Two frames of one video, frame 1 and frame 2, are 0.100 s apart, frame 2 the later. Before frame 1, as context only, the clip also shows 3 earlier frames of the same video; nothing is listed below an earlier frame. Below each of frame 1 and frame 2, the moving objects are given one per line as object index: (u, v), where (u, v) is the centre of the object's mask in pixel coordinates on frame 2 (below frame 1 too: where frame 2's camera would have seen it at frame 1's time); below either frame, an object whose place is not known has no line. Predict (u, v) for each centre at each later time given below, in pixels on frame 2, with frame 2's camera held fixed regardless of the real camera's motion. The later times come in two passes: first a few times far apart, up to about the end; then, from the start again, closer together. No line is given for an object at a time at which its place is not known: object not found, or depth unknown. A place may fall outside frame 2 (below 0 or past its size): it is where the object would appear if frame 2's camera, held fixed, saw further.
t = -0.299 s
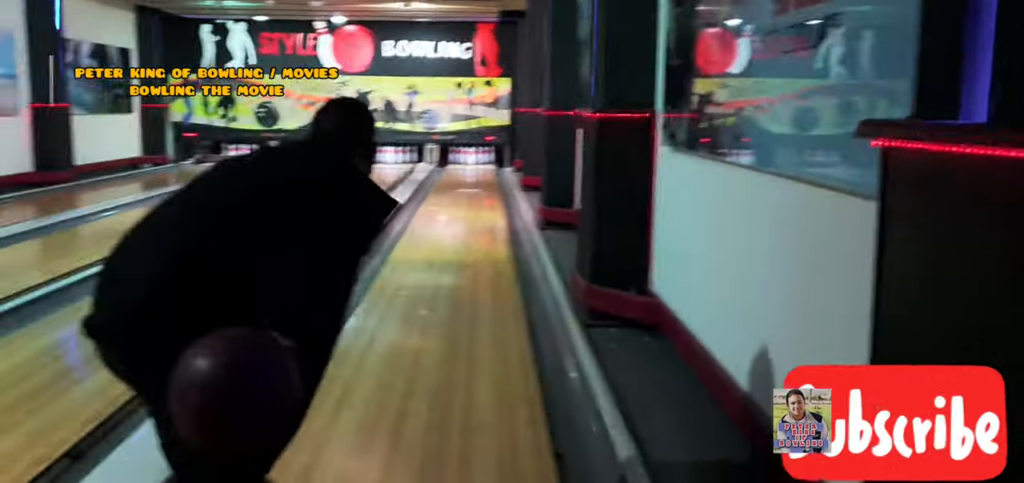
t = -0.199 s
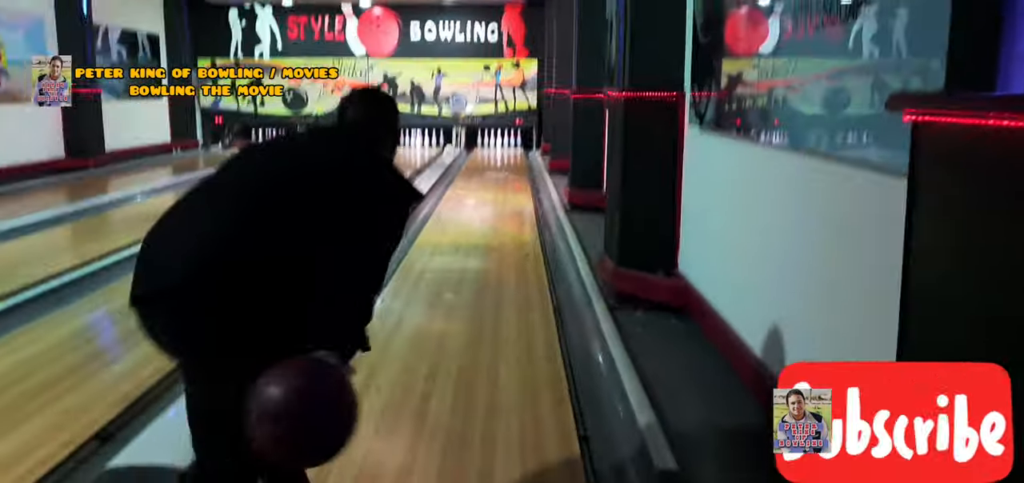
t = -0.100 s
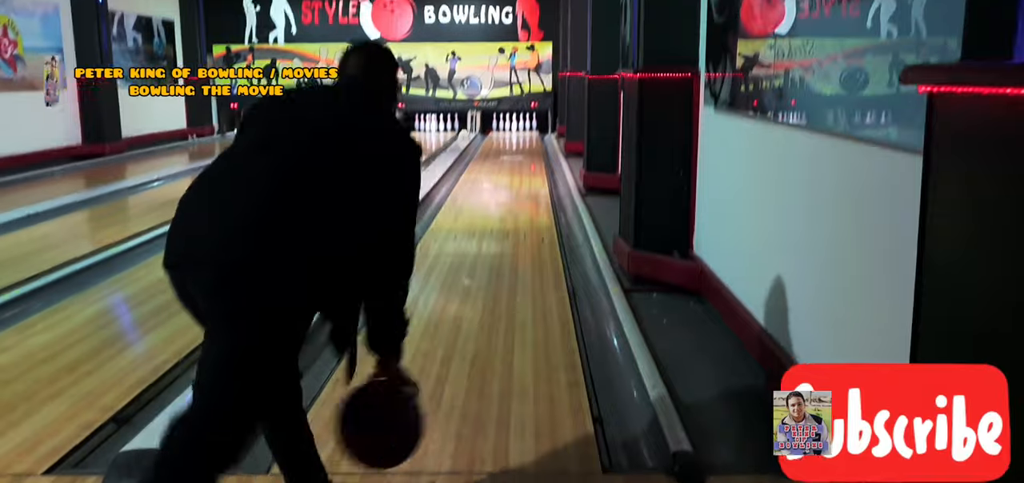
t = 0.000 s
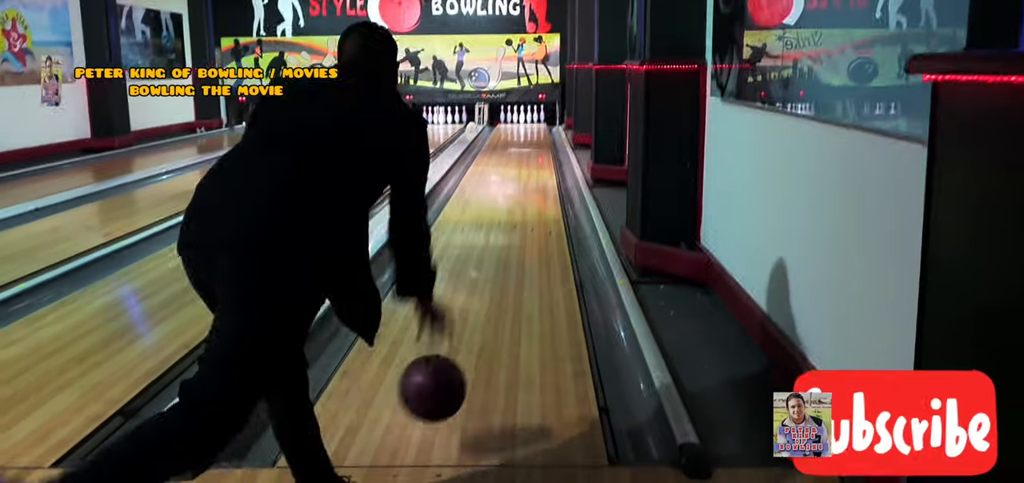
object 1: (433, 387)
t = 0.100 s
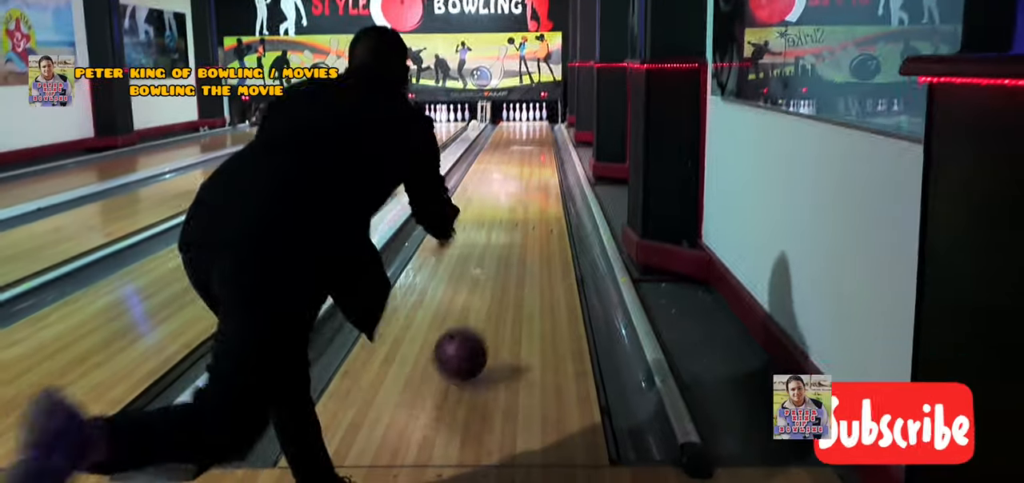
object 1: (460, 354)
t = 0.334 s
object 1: (502, 266)
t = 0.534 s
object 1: (510, 228)
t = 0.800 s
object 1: (522, 195)
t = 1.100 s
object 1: (528, 171)
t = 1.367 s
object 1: (532, 156)
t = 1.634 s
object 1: (535, 145)
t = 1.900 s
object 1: (536, 138)
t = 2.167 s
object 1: (536, 133)
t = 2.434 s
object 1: (537, 127)
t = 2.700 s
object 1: (539, 123)
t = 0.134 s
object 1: (467, 334)
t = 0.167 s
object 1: (472, 319)
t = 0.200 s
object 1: (478, 308)
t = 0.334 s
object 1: (502, 266)
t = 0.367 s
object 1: (500, 261)
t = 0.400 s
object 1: (501, 254)
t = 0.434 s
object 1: (503, 247)
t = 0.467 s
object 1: (506, 240)
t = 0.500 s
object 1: (508, 234)
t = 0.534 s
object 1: (510, 228)
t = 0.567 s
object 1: (512, 223)
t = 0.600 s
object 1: (513, 218)
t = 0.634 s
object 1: (515, 213)
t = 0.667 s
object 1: (516, 209)
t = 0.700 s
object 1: (518, 205)
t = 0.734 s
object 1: (519, 201)
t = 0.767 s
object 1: (521, 198)
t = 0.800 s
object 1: (522, 195)
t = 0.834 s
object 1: (523, 191)
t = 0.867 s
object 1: (524, 188)
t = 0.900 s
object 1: (524, 185)
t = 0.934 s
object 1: (525, 182)
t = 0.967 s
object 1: (526, 180)
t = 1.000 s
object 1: (527, 177)
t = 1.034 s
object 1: (528, 175)
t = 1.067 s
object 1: (528, 173)
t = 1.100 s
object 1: (528, 171)
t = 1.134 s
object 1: (529, 168)
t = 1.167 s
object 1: (529, 167)
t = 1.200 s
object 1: (530, 165)
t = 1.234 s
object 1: (531, 163)
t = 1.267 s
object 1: (531, 161)
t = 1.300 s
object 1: (531, 159)
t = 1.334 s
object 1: (532, 157)
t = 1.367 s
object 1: (532, 156)
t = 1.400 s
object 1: (532, 155)
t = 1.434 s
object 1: (532, 153)
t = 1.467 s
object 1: (533, 152)
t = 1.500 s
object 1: (534, 149)
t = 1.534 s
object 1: (534, 148)
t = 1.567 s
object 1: (534, 147)
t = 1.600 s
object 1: (534, 146)
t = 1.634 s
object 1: (535, 145)
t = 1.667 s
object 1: (535, 144)
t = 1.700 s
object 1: (535, 143)
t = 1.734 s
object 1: (535, 142)
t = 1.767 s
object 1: (535, 141)
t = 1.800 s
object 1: (535, 140)
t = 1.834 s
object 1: (535, 140)
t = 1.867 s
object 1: (536, 139)
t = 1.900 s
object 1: (536, 138)
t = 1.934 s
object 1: (536, 137)
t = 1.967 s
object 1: (536, 136)
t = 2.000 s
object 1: (536, 136)
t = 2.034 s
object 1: (536, 135)
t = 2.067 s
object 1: (536, 134)
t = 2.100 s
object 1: (536, 134)
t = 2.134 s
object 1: (536, 133)
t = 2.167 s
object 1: (536, 133)
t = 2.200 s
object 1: (537, 131)
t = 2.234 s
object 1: (537, 131)
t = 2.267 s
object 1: (537, 130)
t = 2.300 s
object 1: (537, 130)
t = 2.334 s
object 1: (537, 129)
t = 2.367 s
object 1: (537, 128)
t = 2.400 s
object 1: (537, 128)
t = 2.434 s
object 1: (537, 127)
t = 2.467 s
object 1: (537, 127)
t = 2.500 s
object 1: (537, 126)
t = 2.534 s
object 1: (537, 126)
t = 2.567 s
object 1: (538, 125)
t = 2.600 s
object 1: (538, 125)
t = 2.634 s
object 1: (538, 124)
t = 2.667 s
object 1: (538, 124)
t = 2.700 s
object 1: (539, 123)
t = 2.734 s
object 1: (538, 122)
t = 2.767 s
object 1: (538, 122)
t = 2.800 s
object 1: (538, 122)
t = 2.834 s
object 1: (538, 121)
